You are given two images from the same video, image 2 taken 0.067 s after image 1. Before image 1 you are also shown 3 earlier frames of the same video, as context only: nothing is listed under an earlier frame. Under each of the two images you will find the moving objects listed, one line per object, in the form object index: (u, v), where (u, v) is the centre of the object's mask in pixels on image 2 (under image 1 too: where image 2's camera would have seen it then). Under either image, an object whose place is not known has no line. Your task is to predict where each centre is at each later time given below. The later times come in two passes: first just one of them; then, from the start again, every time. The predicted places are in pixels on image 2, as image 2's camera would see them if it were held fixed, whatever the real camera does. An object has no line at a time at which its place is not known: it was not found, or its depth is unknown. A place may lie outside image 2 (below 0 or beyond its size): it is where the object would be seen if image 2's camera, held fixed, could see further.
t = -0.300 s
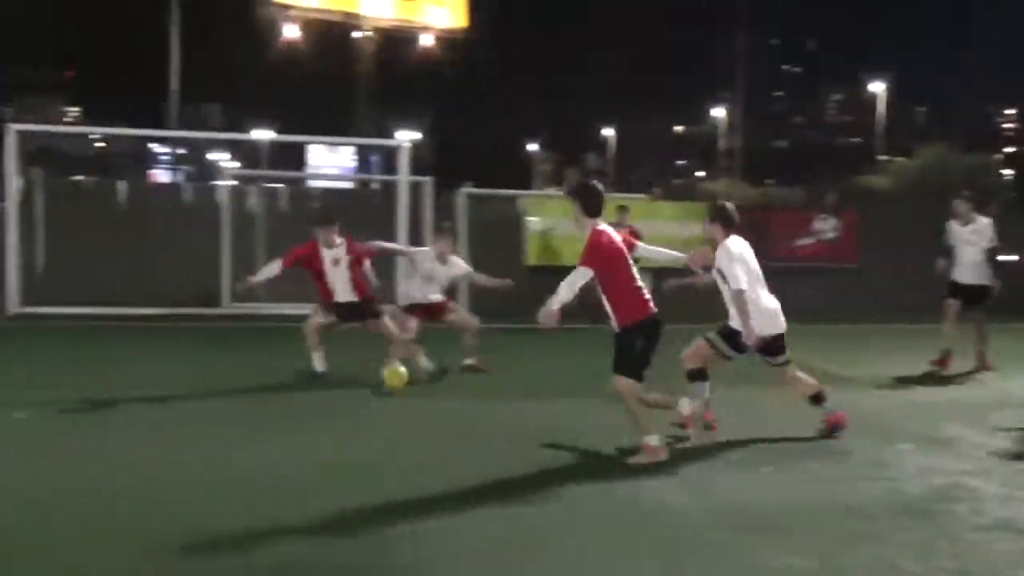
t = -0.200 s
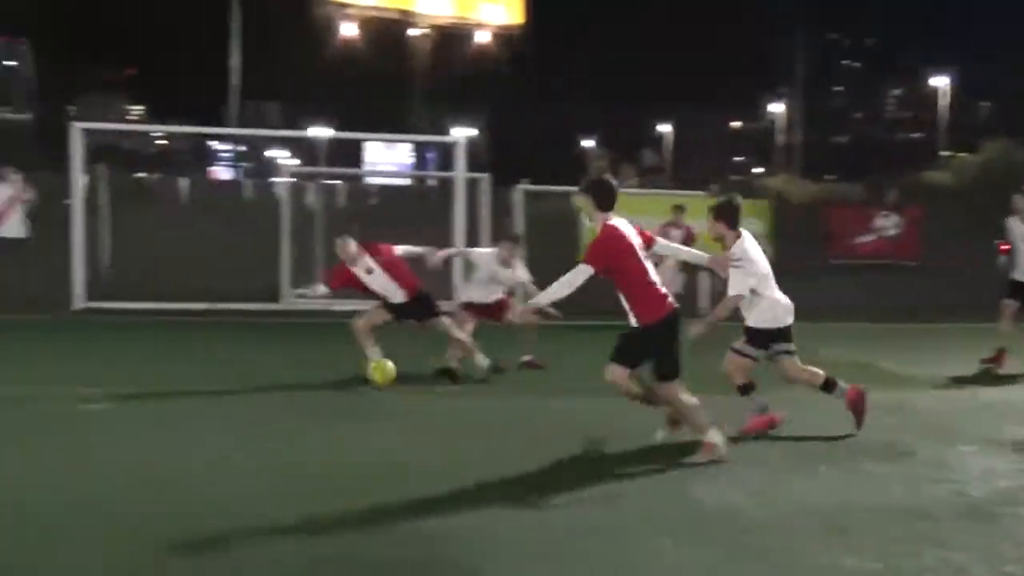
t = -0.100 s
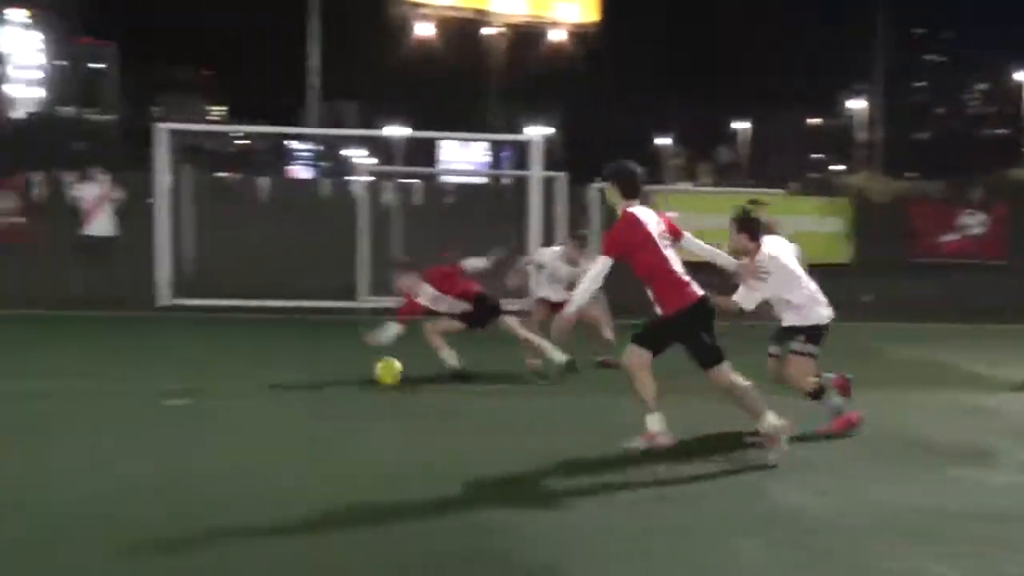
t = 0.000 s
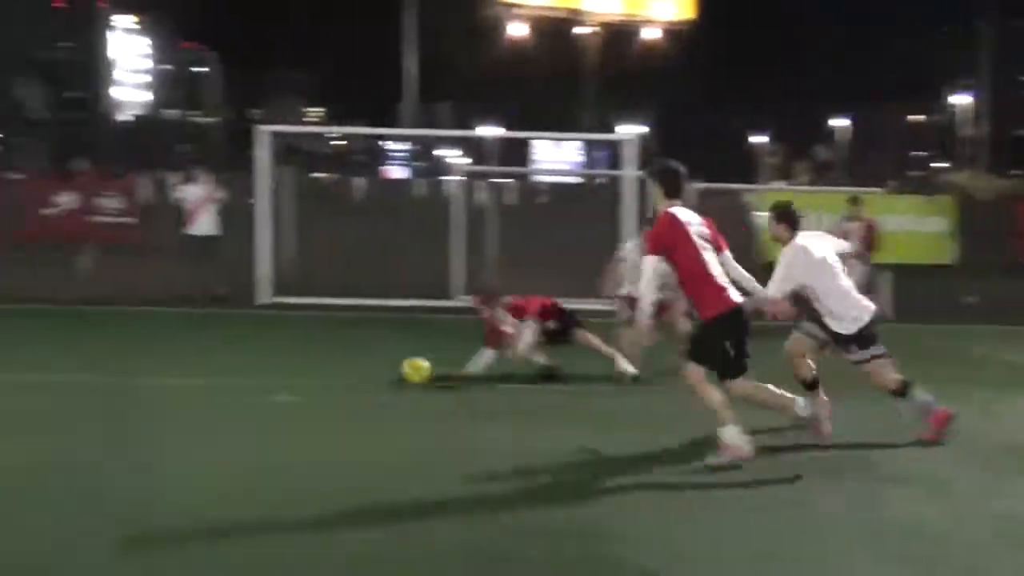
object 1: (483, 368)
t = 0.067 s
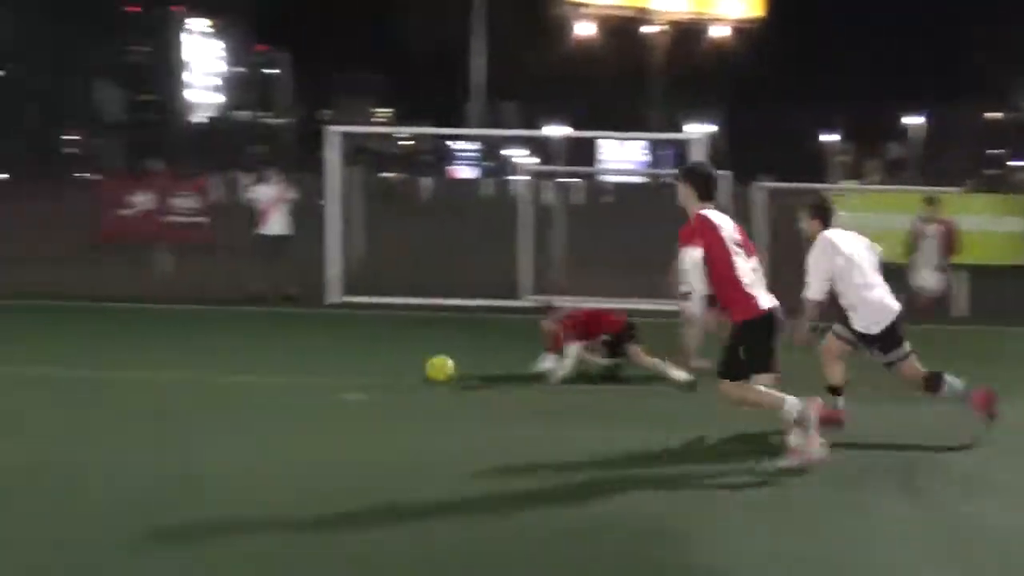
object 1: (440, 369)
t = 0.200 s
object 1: (357, 368)
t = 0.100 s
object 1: (419, 368)
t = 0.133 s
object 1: (399, 368)
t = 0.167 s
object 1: (379, 368)
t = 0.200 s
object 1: (357, 368)
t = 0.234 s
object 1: (337, 367)
